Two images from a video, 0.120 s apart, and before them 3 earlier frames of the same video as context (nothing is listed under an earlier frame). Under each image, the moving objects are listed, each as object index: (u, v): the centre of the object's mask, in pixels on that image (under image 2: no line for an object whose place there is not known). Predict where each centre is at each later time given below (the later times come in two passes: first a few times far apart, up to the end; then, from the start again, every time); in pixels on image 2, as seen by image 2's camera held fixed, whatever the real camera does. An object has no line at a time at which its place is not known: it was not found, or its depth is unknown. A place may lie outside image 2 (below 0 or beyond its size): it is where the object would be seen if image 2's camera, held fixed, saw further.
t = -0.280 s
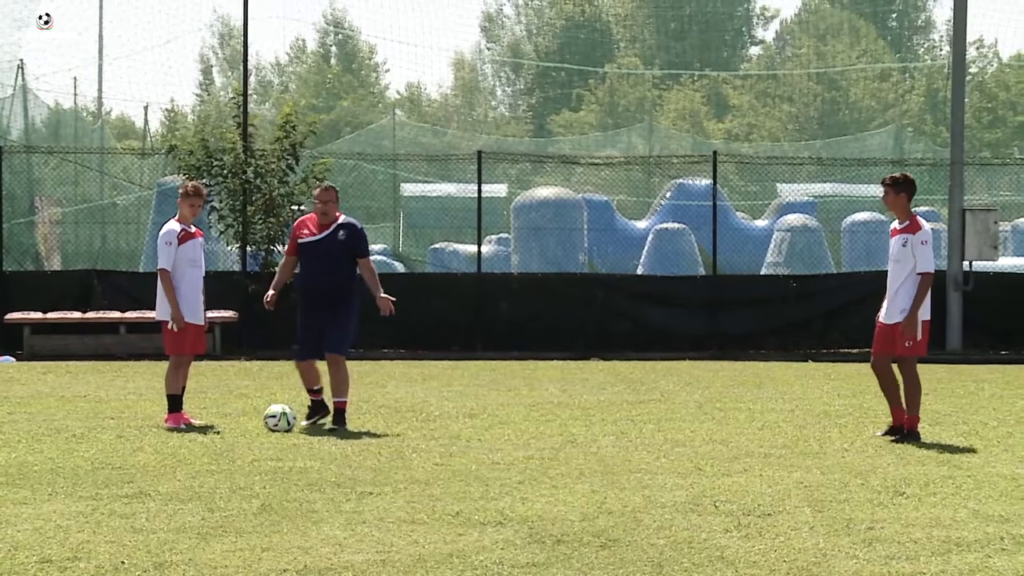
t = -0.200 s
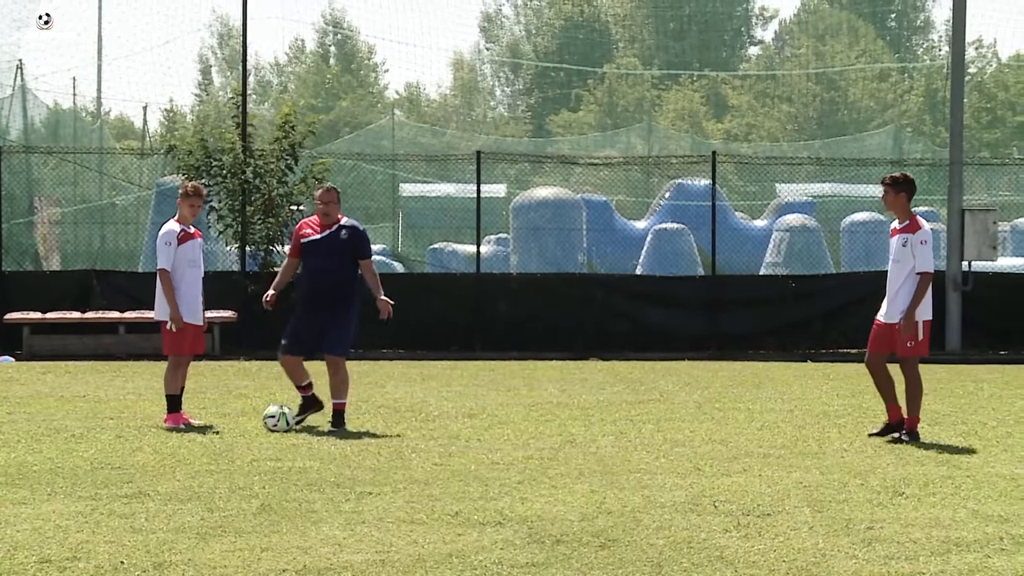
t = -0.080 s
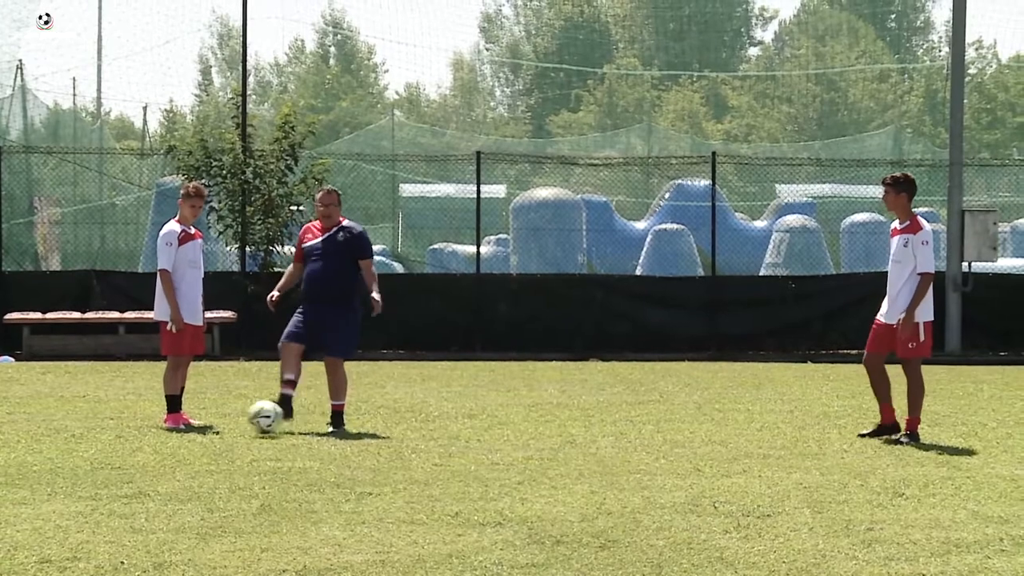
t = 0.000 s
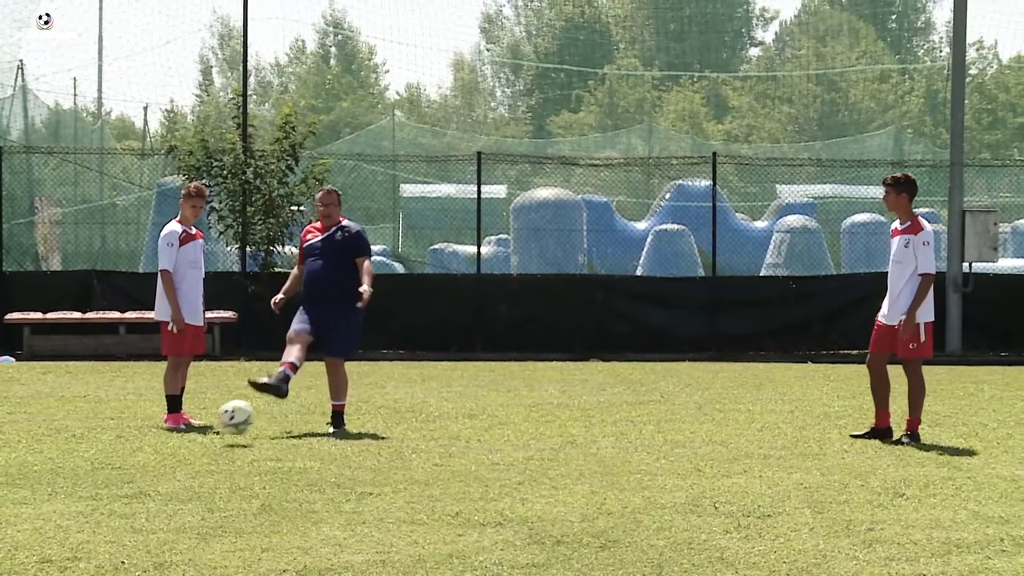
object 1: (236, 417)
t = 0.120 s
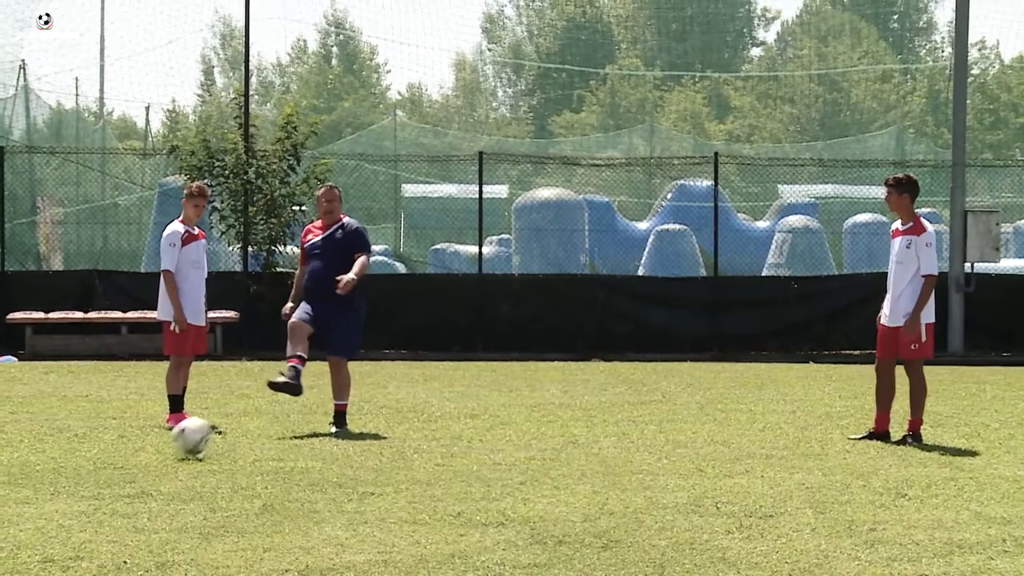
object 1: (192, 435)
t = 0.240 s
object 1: (150, 438)
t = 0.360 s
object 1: (114, 431)
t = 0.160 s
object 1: (174, 447)
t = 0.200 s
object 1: (161, 446)
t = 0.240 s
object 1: (150, 438)
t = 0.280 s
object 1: (138, 433)
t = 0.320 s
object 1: (127, 431)
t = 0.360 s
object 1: (114, 431)
